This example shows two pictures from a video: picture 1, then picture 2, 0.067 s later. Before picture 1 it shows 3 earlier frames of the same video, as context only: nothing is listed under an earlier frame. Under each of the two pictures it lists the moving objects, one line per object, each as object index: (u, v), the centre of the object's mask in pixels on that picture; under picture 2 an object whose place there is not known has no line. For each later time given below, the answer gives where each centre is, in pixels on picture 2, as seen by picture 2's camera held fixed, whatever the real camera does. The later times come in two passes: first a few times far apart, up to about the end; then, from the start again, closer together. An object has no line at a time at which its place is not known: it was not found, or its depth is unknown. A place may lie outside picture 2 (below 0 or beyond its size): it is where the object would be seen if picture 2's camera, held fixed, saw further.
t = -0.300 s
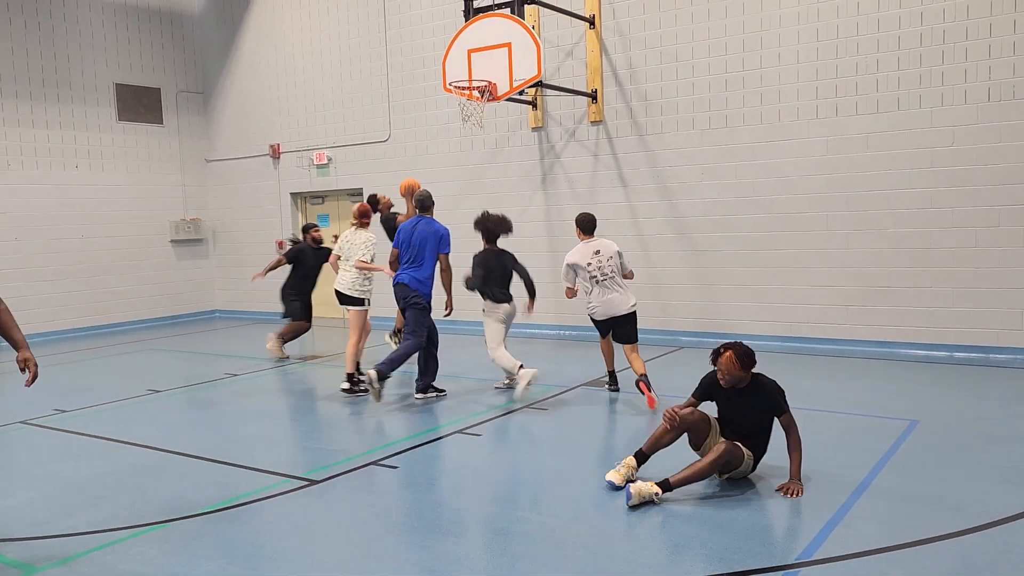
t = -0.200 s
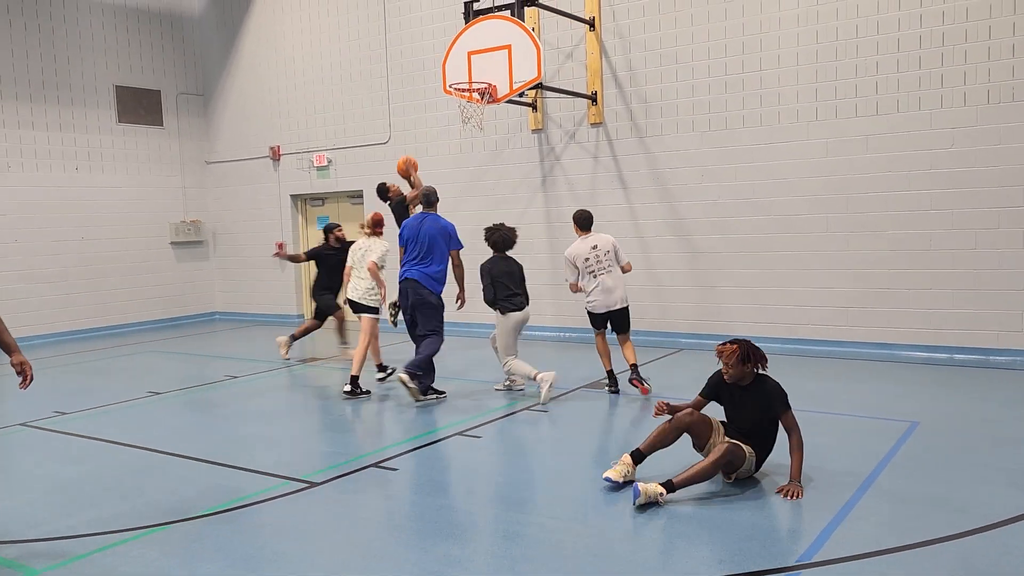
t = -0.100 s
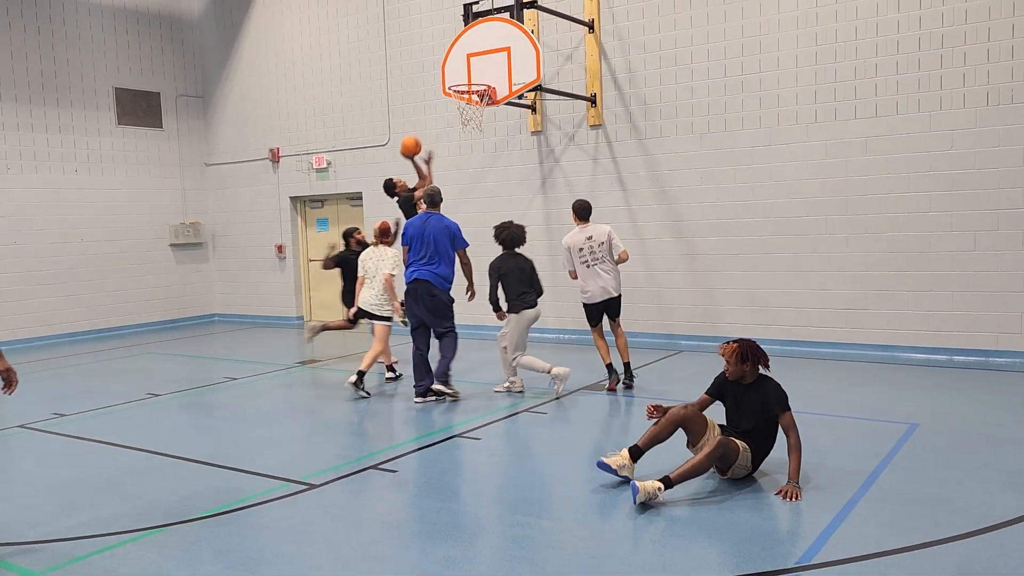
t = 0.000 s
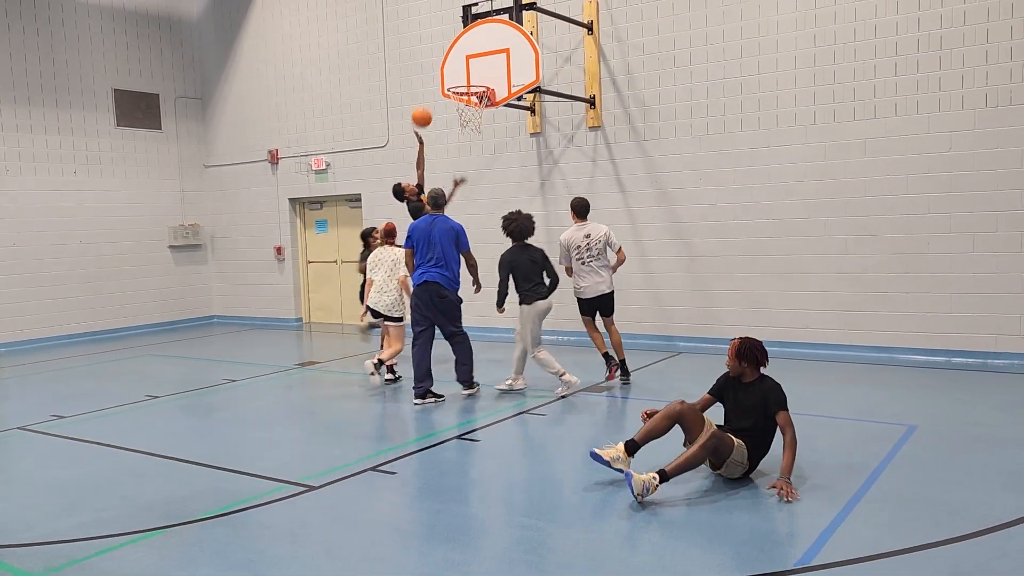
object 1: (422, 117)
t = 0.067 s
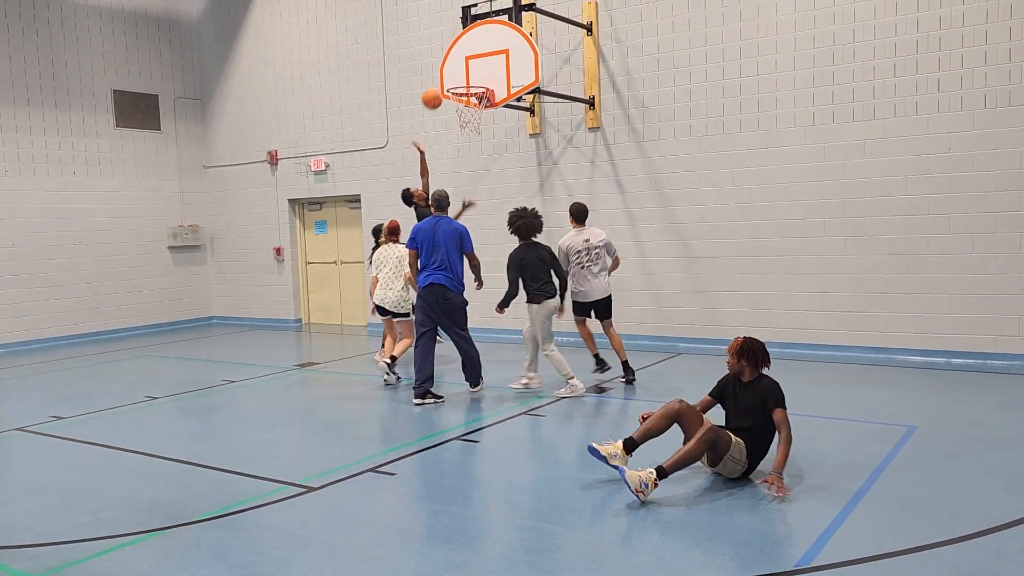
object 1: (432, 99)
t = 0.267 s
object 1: (466, 64)
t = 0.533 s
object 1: (471, 78)
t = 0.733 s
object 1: (472, 119)
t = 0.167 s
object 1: (448, 77)
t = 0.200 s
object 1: (454, 72)
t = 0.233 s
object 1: (460, 68)
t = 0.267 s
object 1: (466, 64)
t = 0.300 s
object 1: (469, 62)
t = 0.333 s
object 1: (469, 62)
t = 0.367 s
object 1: (469, 62)
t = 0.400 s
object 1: (470, 63)
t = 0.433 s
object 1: (470, 66)
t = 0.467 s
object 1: (470, 69)
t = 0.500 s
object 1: (470, 73)
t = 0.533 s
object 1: (471, 78)
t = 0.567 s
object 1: (471, 84)
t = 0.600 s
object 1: (472, 92)
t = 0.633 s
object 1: (473, 100)
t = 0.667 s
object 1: (473, 108)
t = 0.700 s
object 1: (473, 115)
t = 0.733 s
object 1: (472, 119)
